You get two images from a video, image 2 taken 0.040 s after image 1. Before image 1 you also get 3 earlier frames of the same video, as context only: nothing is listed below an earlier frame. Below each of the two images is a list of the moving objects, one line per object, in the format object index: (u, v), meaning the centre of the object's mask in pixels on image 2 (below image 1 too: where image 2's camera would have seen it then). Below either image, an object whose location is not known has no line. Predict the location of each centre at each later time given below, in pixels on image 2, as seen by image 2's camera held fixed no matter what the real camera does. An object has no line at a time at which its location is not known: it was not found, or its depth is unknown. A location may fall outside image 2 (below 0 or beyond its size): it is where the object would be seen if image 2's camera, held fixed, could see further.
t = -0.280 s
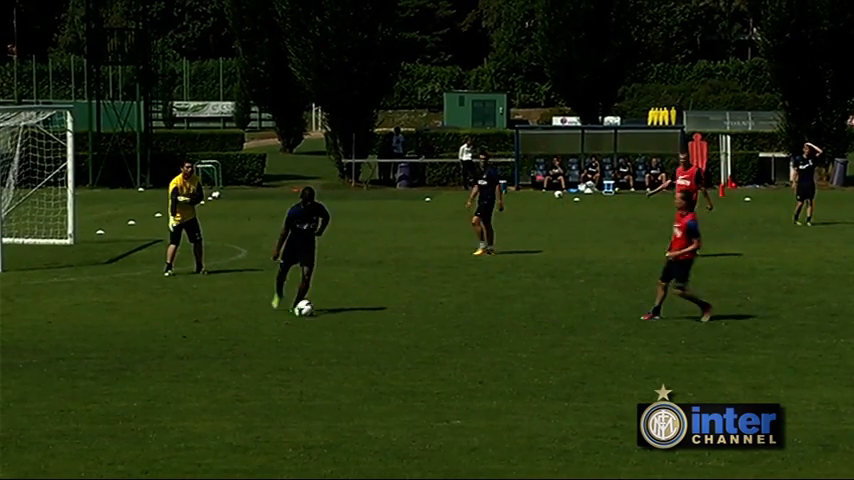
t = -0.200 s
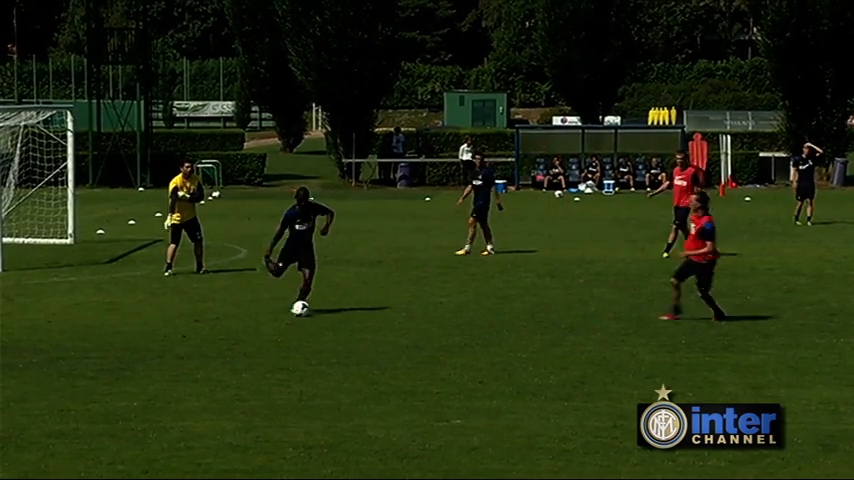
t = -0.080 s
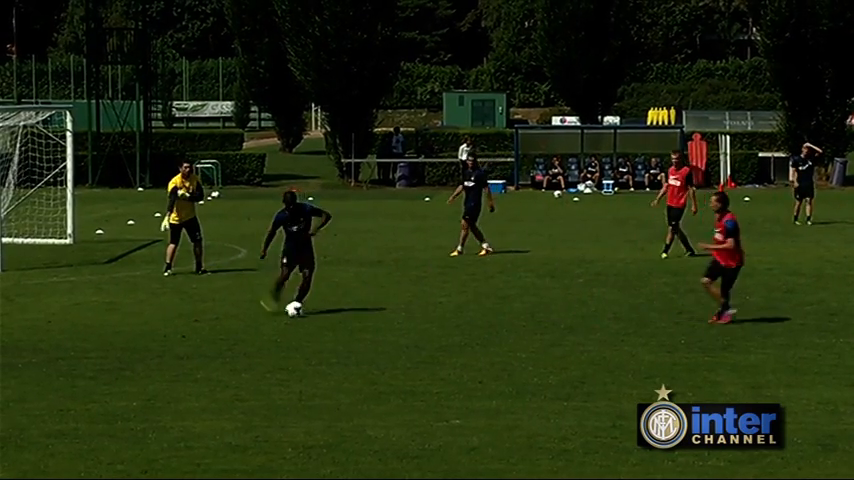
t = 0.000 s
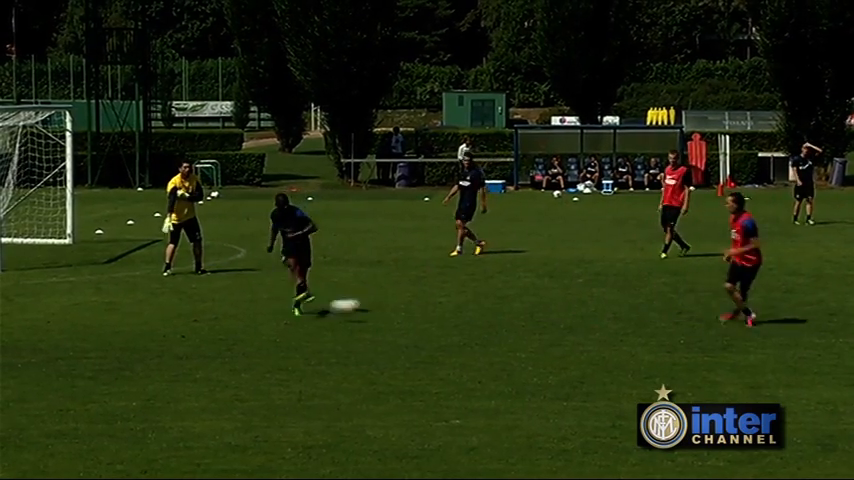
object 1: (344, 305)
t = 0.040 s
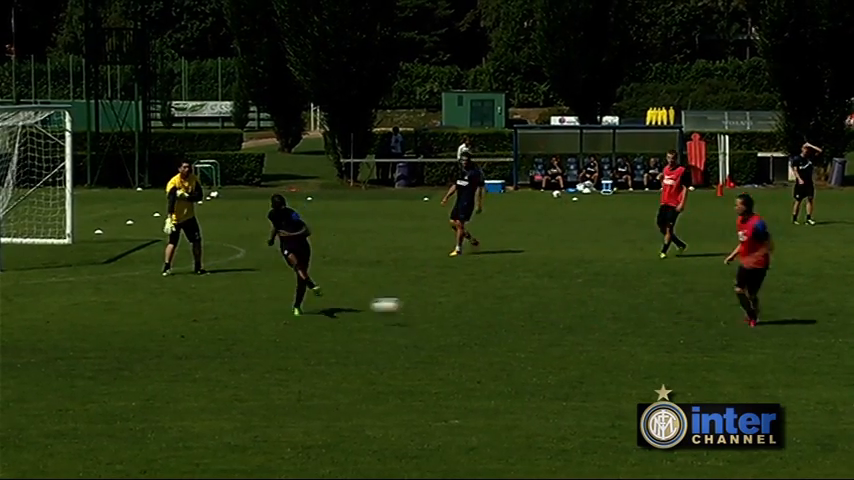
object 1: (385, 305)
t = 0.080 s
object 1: (429, 305)
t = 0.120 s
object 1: (474, 309)
